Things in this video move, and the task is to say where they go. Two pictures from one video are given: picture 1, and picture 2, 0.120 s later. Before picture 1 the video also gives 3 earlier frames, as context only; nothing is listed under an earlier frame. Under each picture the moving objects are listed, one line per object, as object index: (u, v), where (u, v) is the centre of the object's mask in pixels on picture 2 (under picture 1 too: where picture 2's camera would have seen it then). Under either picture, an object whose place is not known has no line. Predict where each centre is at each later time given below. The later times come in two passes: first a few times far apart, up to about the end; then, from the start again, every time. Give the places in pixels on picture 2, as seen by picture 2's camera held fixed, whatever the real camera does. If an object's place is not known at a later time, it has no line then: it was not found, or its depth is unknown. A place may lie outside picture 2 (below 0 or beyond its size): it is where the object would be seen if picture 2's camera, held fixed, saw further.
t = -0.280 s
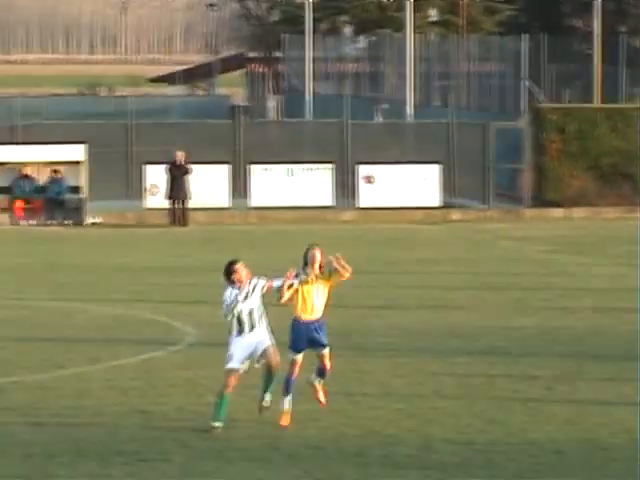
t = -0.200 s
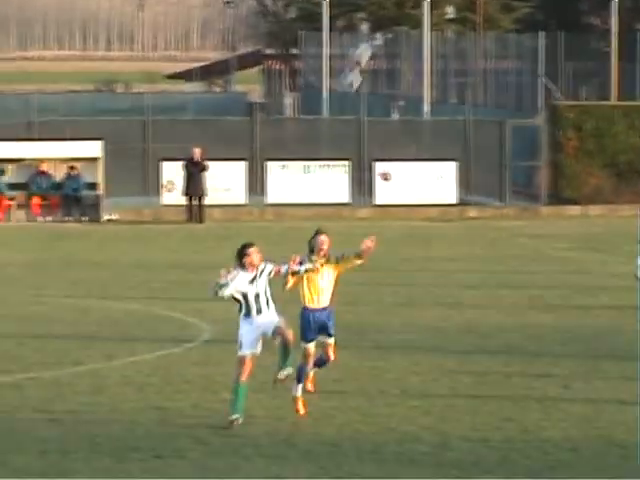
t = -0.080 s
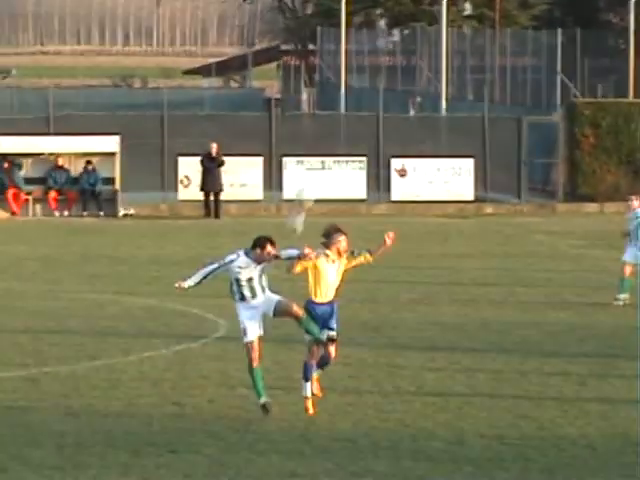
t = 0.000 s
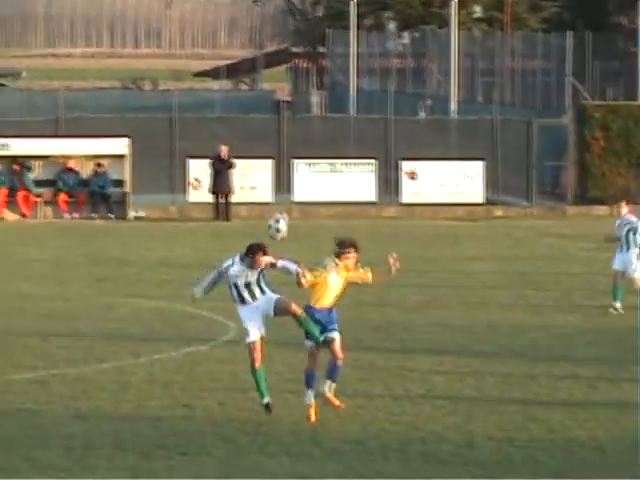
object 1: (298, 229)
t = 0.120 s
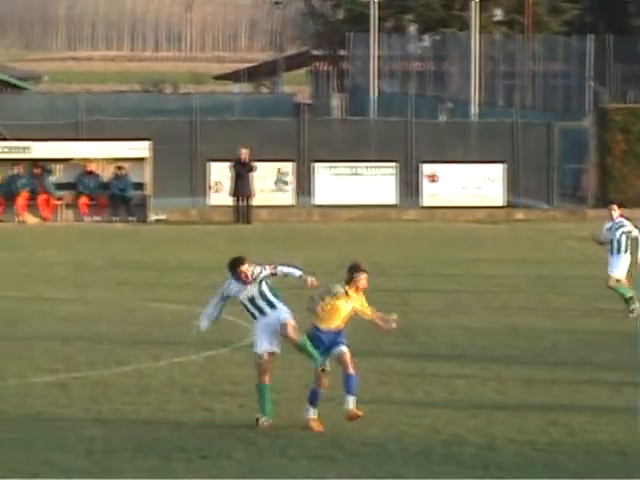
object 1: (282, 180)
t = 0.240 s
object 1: (272, 139)
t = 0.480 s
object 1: (244, 107)
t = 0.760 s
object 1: (212, 139)
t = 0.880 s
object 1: (197, 178)
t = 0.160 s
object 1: (280, 164)
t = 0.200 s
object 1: (276, 150)
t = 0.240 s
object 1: (272, 139)
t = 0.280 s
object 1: (267, 131)
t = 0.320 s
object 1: (262, 123)
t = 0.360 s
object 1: (257, 116)
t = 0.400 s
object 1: (253, 112)
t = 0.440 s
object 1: (249, 109)
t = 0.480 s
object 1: (244, 107)
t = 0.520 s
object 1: (240, 107)
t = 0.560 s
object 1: (235, 108)
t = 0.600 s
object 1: (231, 111)
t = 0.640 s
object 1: (227, 115)
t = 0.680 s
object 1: (221, 122)
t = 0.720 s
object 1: (217, 130)
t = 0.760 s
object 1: (212, 139)
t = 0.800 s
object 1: (208, 149)
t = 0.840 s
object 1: (202, 162)
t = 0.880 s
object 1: (197, 178)
